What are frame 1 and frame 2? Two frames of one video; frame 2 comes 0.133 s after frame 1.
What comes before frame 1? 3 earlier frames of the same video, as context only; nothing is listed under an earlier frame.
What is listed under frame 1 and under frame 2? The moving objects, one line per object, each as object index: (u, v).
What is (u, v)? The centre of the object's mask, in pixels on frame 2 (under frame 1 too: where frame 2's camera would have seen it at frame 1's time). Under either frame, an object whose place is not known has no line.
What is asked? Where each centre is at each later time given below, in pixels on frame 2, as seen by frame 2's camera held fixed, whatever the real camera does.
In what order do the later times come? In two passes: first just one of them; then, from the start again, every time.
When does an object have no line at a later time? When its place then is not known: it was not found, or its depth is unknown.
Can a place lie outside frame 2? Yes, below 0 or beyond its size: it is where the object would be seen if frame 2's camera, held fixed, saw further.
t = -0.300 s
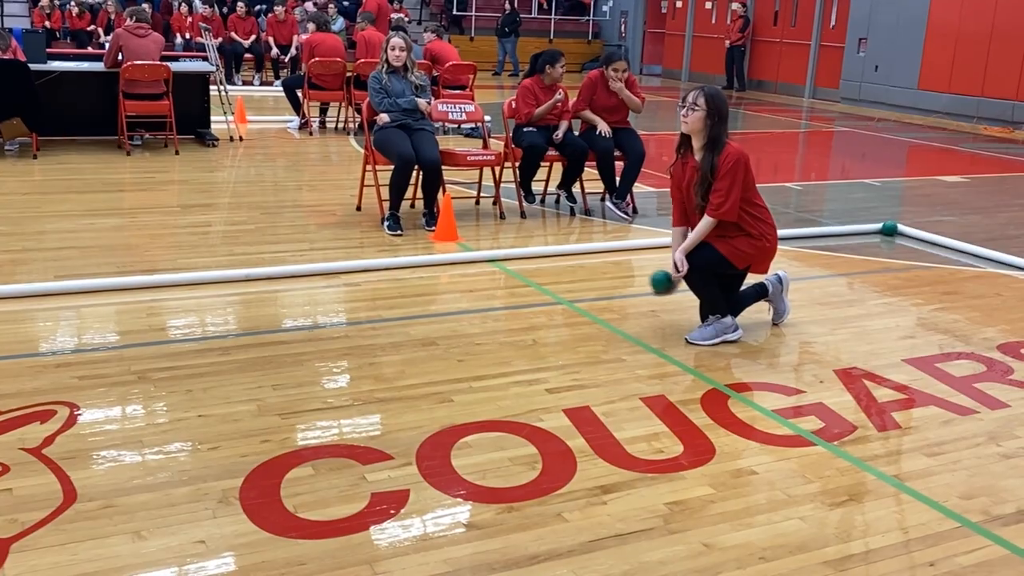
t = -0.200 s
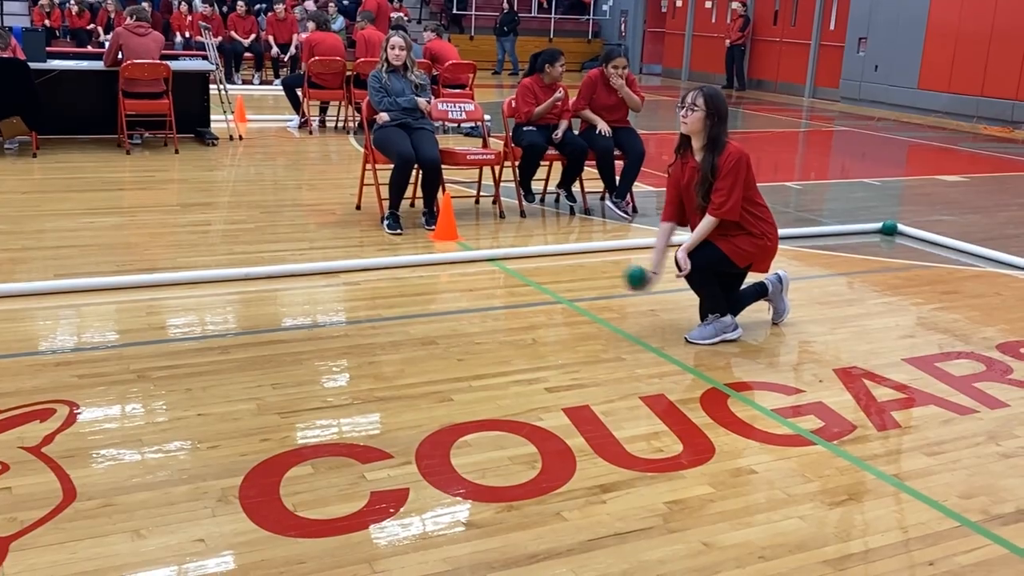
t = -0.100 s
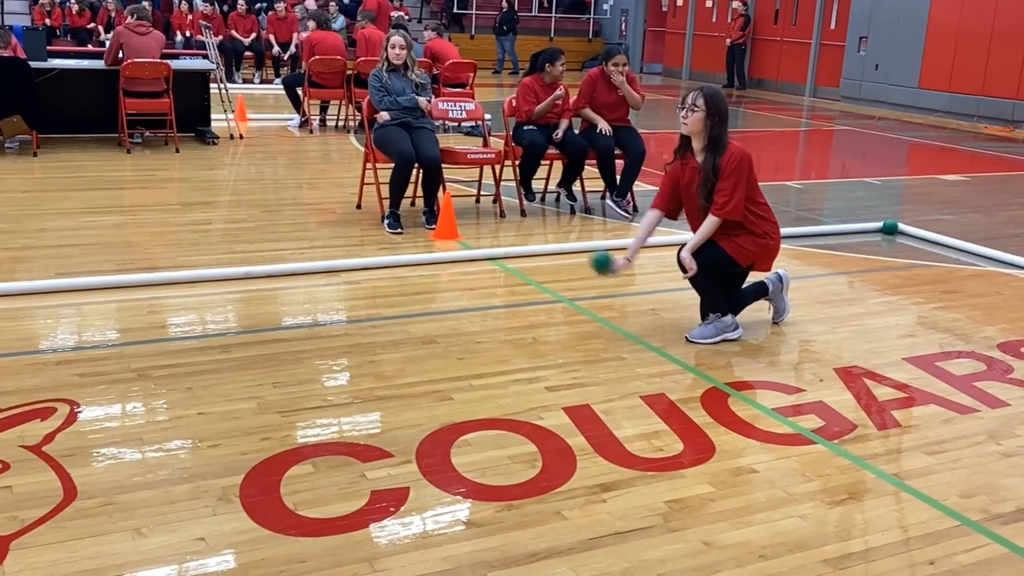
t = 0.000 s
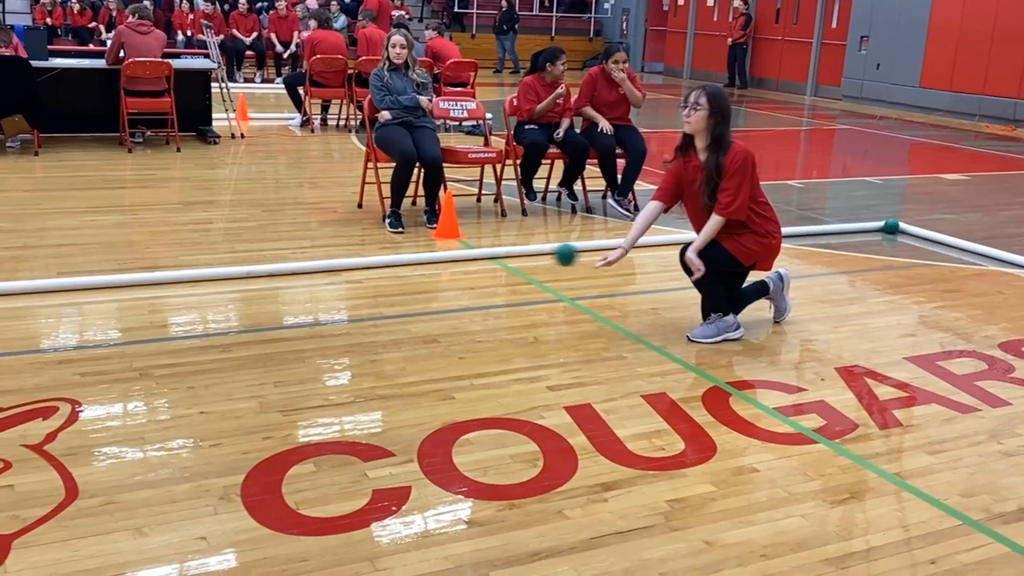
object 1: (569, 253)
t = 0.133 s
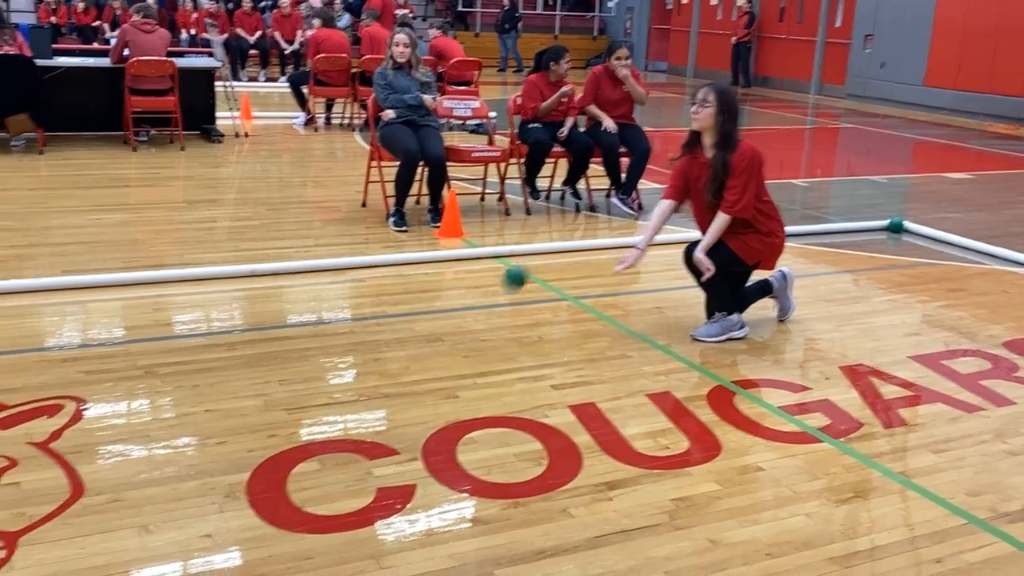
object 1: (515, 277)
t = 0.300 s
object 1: (445, 333)
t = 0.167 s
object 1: (501, 288)
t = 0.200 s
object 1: (487, 303)
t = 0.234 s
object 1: (472, 322)
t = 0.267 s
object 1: (458, 339)
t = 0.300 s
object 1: (445, 333)
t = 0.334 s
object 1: (434, 322)
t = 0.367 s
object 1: (421, 313)
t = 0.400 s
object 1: (409, 307)
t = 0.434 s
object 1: (396, 303)
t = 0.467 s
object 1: (384, 302)
